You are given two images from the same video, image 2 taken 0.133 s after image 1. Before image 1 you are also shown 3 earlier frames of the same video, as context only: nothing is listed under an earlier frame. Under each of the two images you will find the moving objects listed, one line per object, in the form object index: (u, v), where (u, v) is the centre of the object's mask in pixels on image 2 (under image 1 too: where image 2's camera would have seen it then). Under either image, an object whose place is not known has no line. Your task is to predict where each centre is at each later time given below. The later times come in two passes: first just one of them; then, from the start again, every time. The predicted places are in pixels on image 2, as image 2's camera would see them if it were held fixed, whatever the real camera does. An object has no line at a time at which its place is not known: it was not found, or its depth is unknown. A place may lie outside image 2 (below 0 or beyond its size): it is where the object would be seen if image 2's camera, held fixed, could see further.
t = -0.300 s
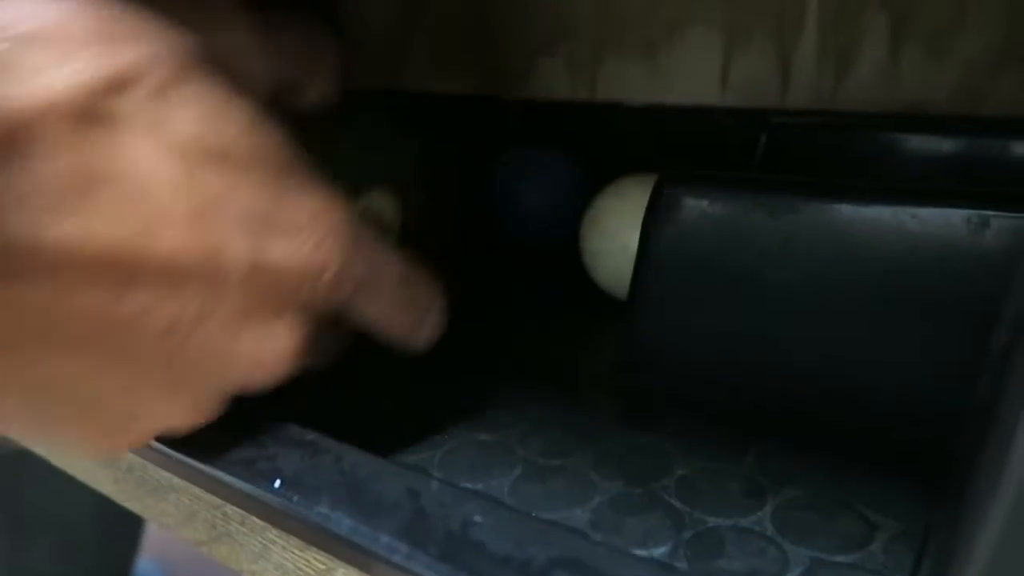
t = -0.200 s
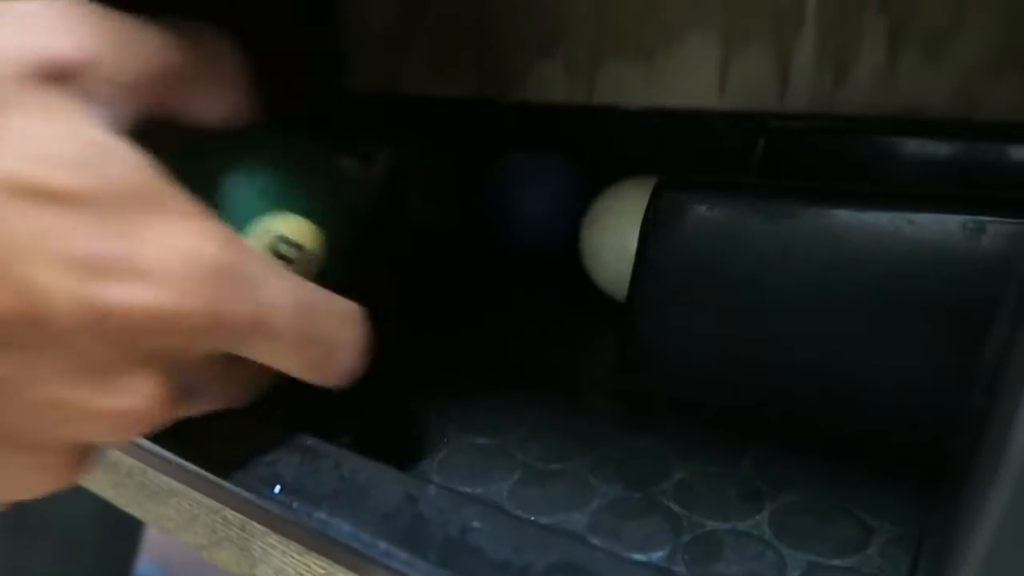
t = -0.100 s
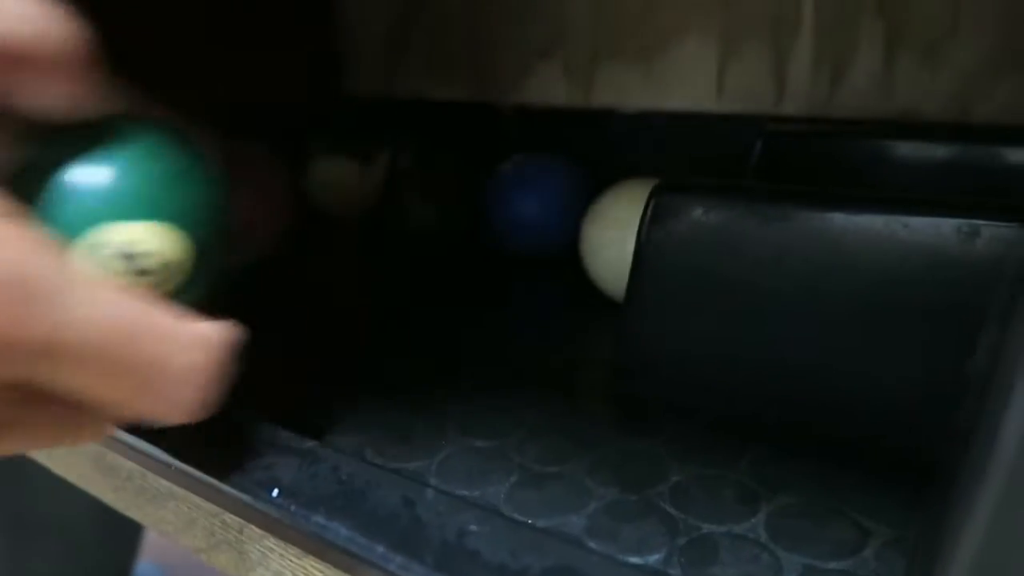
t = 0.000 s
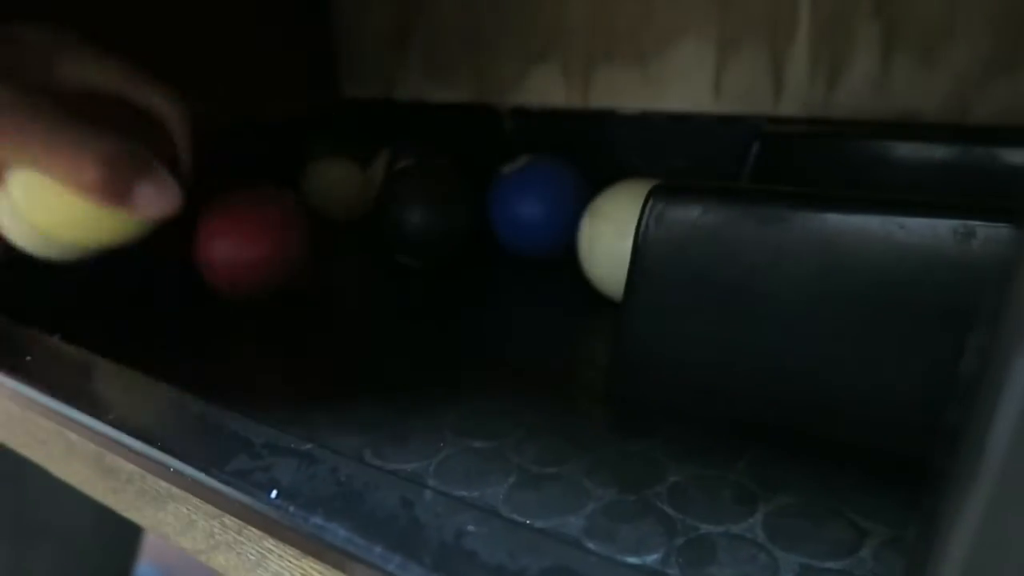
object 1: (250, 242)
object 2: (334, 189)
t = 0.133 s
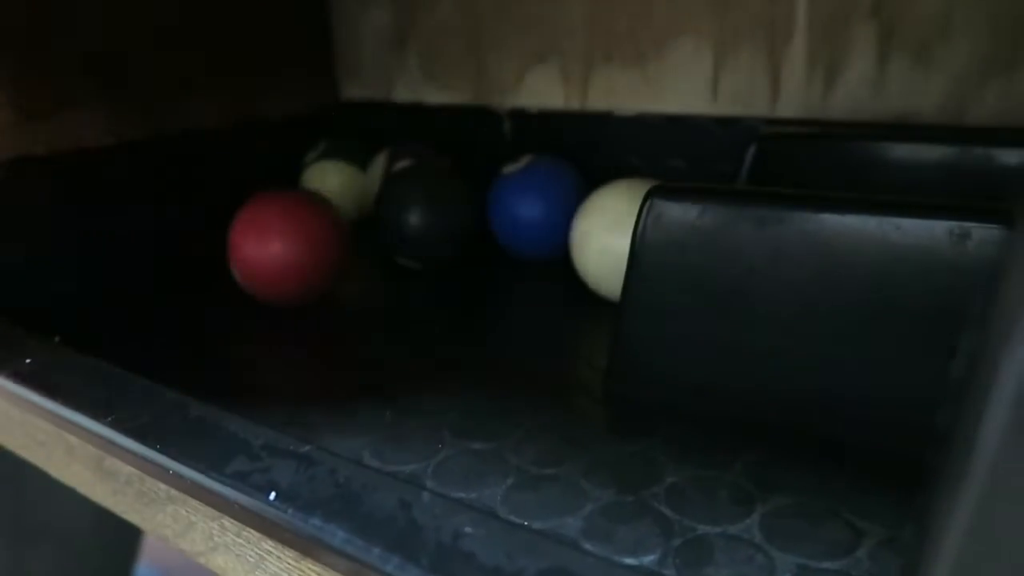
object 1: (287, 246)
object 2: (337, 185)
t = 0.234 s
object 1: (314, 246)
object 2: (336, 178)
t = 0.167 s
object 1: (296, 246)
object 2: (337, 182)
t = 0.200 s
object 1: (305, 246)
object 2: (337, 179)
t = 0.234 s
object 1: (314, 246)
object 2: (336, 178)
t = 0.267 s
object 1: (321, 246)
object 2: (335, 177)
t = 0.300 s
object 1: (330, 247)
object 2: (333, 176)
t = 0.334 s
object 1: (338, 247)
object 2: (331, 177)
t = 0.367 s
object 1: (347, 246)
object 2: (330, 178)
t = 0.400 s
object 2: (329, 179)
